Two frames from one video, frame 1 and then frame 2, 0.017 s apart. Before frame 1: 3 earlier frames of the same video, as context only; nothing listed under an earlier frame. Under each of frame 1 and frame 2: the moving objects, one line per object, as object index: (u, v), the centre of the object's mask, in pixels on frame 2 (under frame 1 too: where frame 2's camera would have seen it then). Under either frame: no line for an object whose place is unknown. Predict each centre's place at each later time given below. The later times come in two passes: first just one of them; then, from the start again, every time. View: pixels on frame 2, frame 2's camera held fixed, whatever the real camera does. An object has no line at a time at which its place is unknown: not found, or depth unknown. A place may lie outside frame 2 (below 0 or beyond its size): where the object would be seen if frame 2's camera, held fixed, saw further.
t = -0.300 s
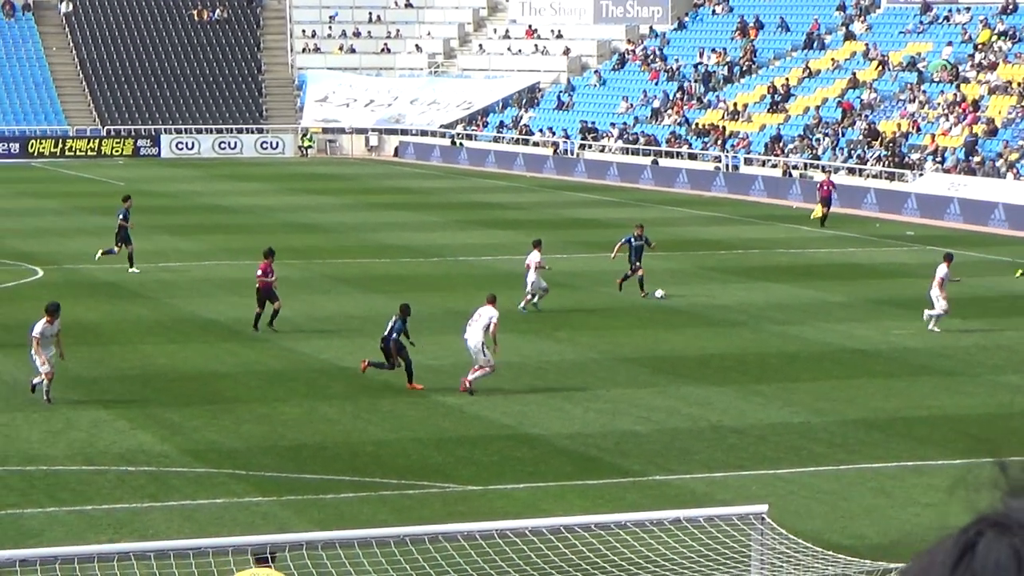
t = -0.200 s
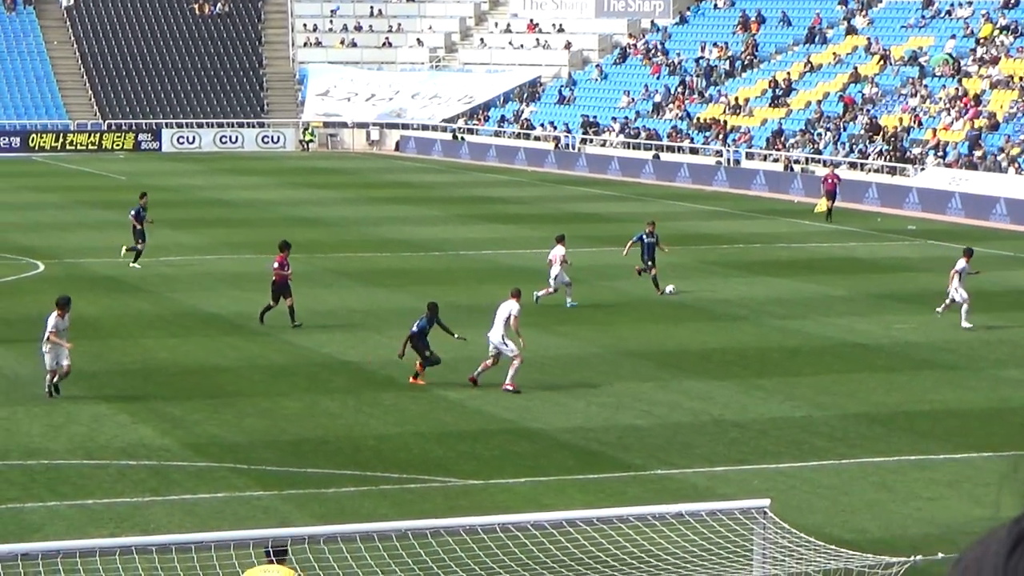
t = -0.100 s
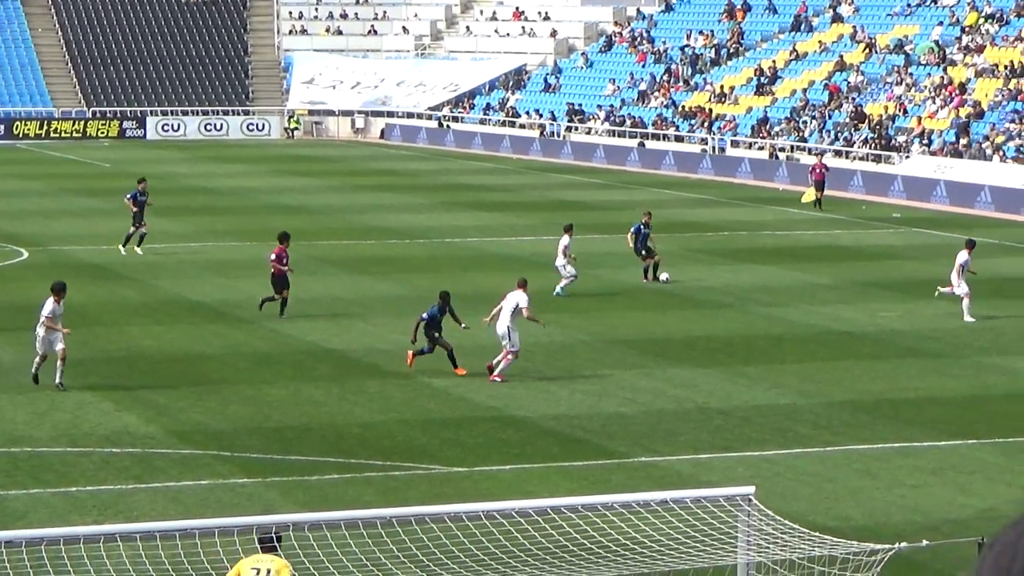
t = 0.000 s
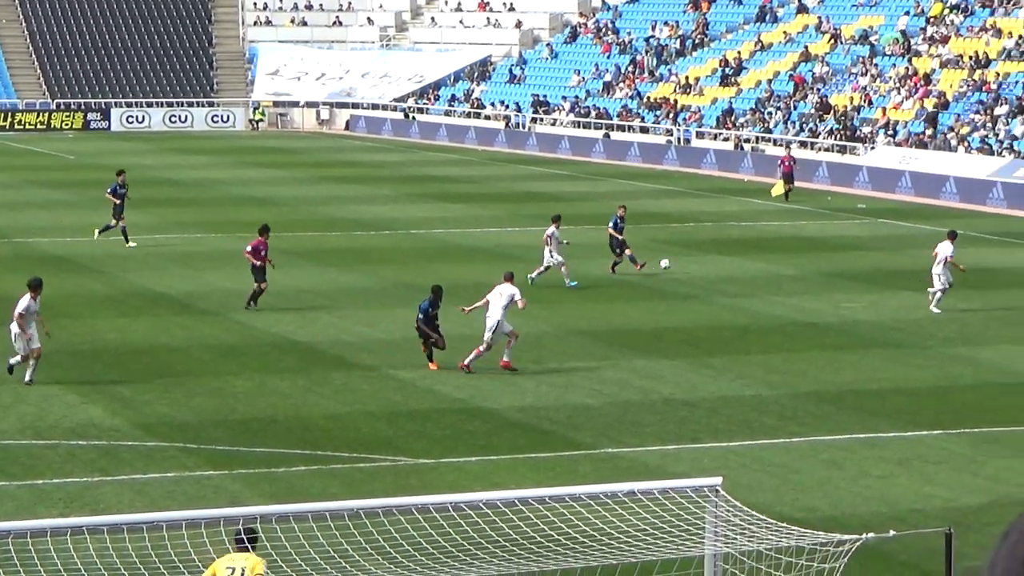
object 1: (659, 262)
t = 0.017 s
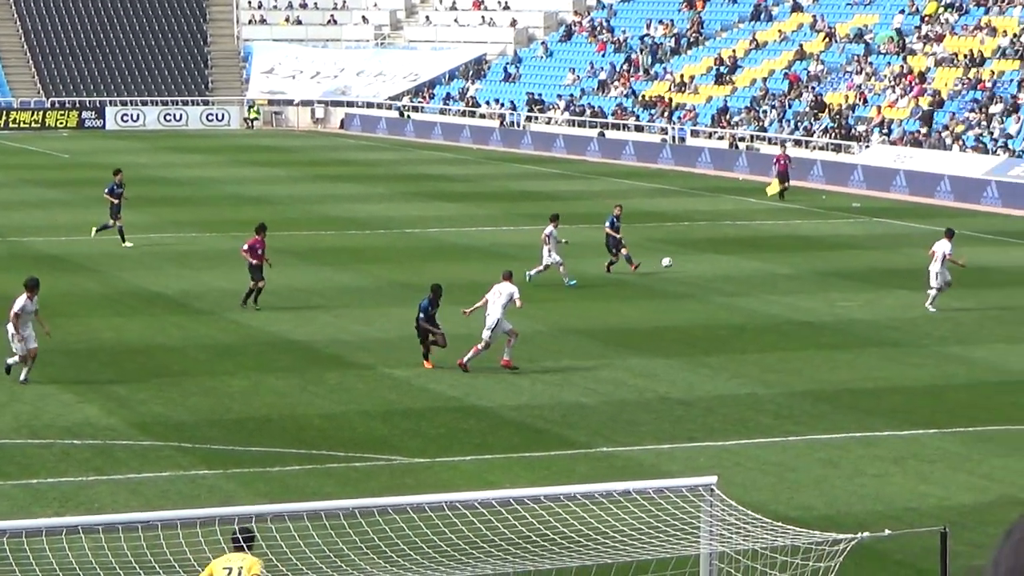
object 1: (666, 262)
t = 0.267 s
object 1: (765, 271)
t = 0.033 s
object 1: (673, 261)
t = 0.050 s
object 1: (680, 261)
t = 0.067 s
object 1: (686, 261)
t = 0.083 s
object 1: (693, 261)
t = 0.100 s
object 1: (699, 261)
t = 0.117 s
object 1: (706, 262)
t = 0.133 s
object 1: (712, 261)
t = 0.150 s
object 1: (719, 263)
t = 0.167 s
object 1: (725, 264)
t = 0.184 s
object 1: (732, 265)
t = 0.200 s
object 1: (738, 266)
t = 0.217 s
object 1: (744, 267)
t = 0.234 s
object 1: (751, 268)
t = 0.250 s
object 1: (758, 270)
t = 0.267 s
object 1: (765, 271)
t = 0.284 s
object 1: (771, 274)
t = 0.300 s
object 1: (778, 276)
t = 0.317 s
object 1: (784, 278)
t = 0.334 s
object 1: (791, 281)
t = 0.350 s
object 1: (797, 284)
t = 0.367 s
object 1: (803, 286)
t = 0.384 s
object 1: (809, 290)
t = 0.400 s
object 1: (816, 293)
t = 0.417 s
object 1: (822, 297)
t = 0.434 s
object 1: (828, 301)
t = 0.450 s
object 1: (834, 305)
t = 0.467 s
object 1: (840, 308)
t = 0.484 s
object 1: (845, 312)
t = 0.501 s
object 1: (850, 317)
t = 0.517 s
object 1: (855, 322)
